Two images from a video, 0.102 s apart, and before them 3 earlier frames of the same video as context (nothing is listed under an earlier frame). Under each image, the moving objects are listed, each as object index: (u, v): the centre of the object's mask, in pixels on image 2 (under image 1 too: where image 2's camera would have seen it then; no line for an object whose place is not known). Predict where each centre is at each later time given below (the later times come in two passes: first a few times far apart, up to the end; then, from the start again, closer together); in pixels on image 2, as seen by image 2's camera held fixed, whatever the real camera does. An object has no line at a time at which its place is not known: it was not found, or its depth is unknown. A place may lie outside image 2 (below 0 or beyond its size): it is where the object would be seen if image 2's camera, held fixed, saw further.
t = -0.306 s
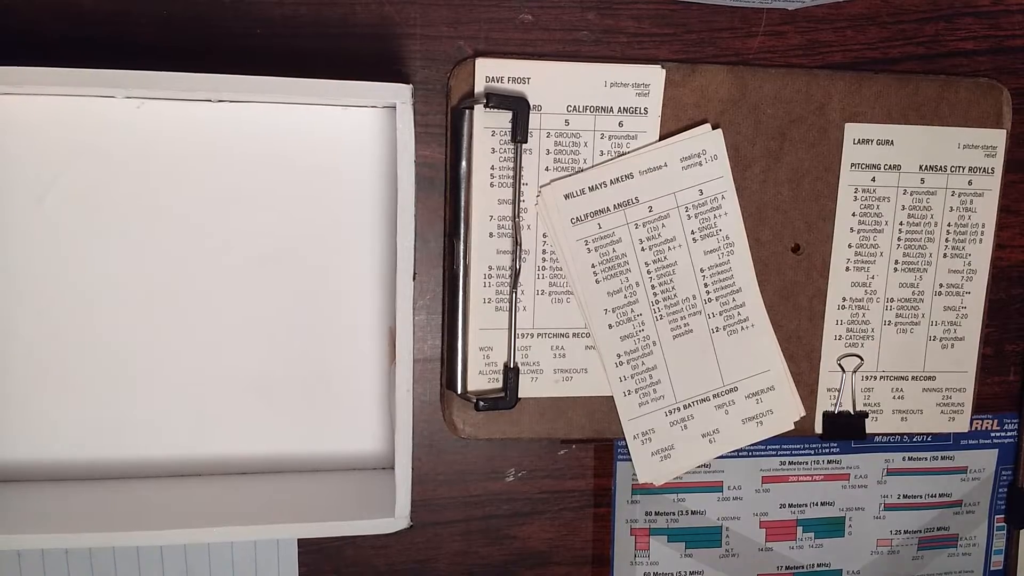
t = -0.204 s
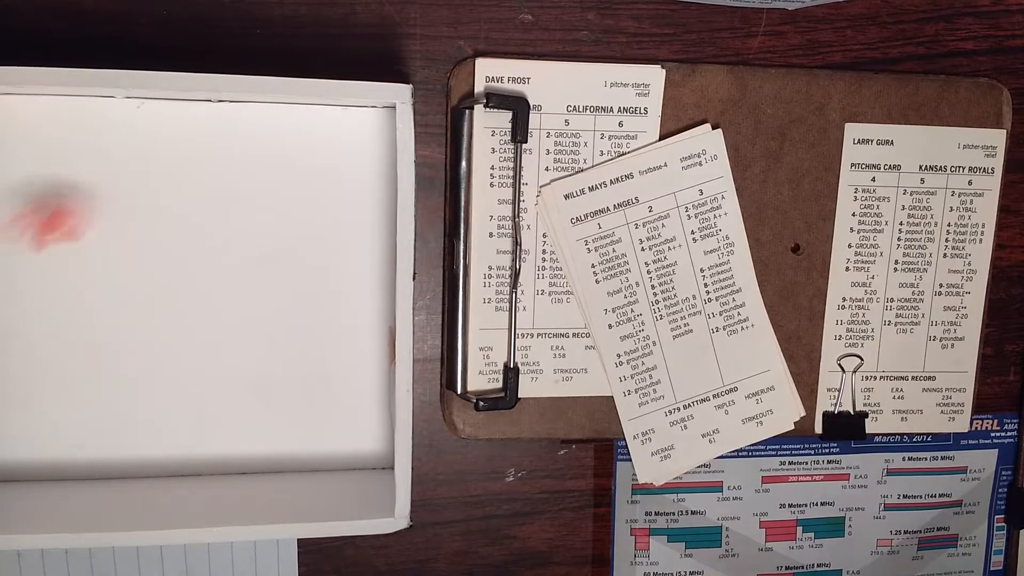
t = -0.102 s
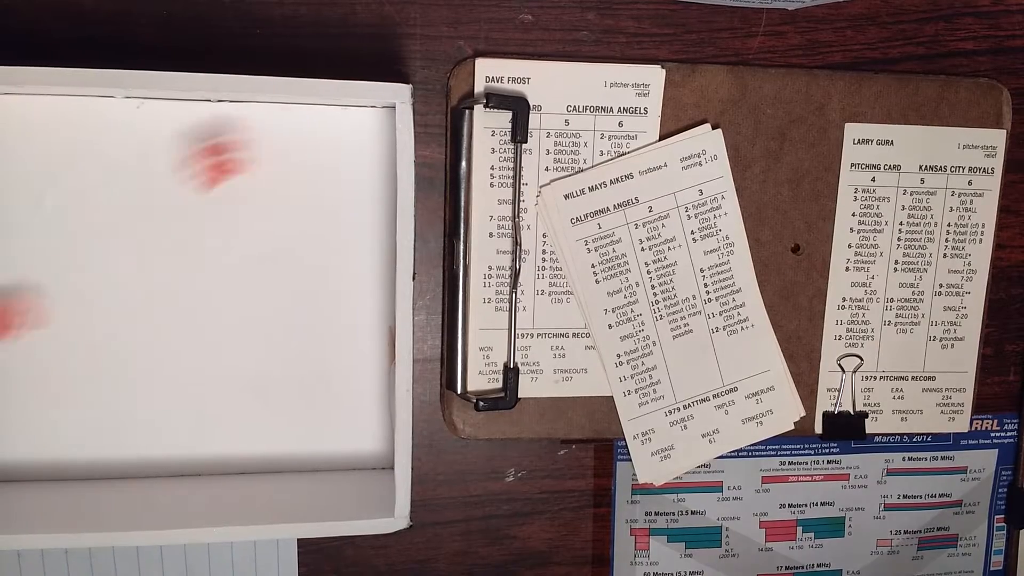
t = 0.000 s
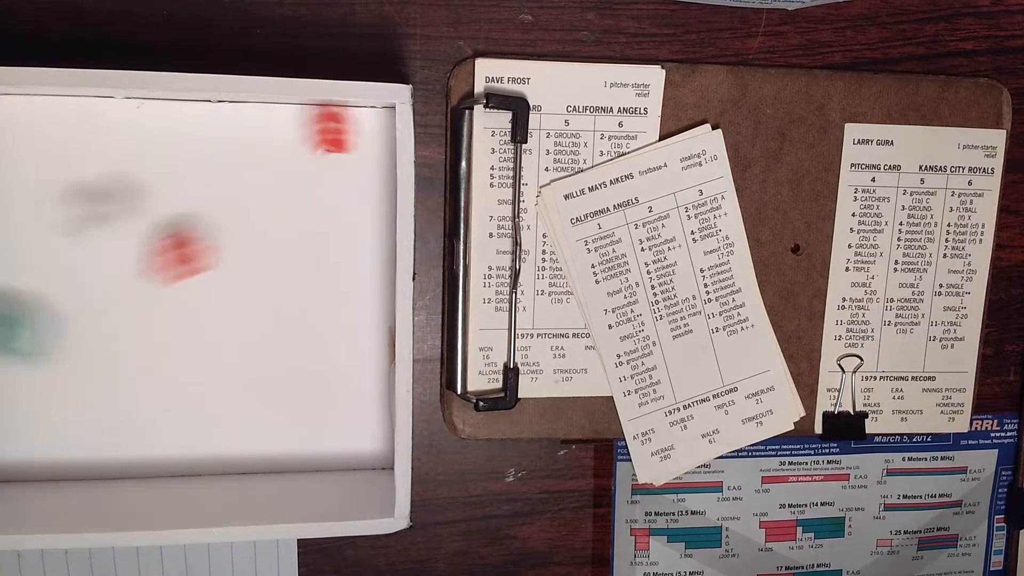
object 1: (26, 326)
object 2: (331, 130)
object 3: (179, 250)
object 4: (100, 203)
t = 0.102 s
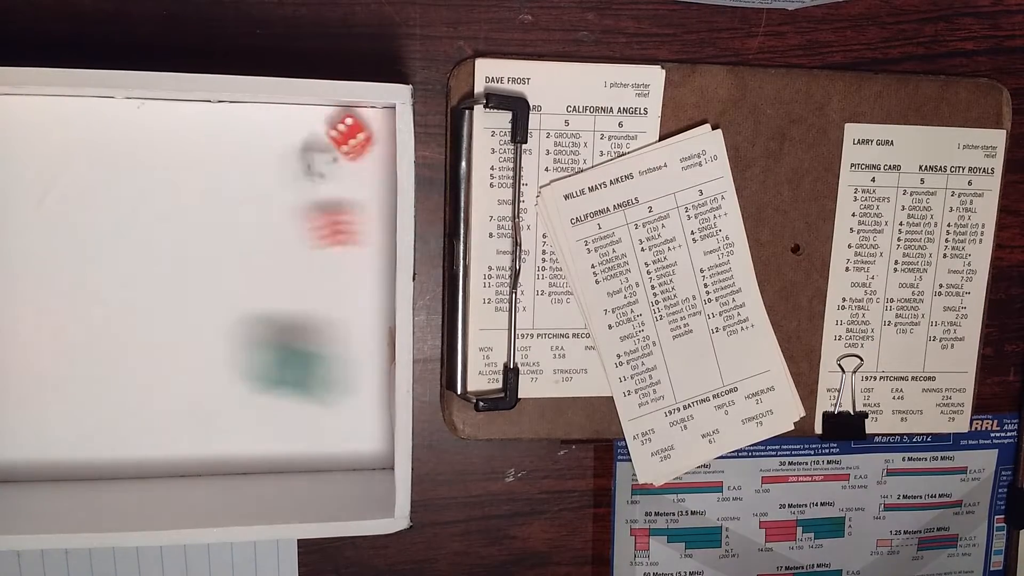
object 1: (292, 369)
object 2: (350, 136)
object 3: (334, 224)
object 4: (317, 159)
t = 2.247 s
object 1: (192, 275)
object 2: (371, 131)
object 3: (366, 246)
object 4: (327, 172)
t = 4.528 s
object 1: (192, 275)
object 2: (371, 131)
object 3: (366, 246)
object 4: (327, 172)
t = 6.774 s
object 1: (192, 275)
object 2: (370, 131)
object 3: (366, 246)
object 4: (327, 172)
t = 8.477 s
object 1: (192, 276)
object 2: (371, 131)
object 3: (366, 246)
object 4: (327, 172)
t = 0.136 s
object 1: (354, 377)
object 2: (360, 134)
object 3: (374, 227)
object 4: (324, 156)
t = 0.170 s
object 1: (322, 367)
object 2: (366, 134)
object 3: (372, 226)
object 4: (330, 157)
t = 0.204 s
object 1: (284, 344)
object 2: (371, 130)
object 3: (369, 232)
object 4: (332, 161)
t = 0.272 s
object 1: (238, 314)
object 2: (371, 131)
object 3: (367, 243)
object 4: (331, 163)
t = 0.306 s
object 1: (222, 300)
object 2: (371, 131)
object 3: (366, 245)
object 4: (328, 165)
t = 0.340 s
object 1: (209, 288)
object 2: (371, 131)
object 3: (366, 246)
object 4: (325, 164)
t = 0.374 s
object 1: (199, 281)
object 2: (371, 131)
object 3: (366, 246)
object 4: (324, 166)
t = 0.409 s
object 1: (192, 276)
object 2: (371, 131)
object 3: (366, 246)
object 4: (323, 167)
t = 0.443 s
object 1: (192, 274)
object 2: (371, 131)
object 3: (366, 246)
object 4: (324, 169)
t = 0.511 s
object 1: (192, 275)
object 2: (371, 131)
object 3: (366, 246)
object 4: (325, 173)
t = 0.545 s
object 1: (192, 275)
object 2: (371, 131)
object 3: (366, 246)
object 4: (327, 173)
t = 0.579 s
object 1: (192, 276)
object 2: (371, 131)
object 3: (366, 246)
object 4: (327, 172)
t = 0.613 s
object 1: (192, 276)
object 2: (371, 131)
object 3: (366, 246)
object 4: (327, 172)
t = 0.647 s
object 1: (192, 276)
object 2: (371, 131)
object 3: (366, 246)
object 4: (327, 172)
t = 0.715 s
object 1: (192, 276)
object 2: (371, 131)
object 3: (366, 246)
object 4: (327, 172)
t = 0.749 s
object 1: (192, 275)
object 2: (371, 131)
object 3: (366, 246)
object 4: (327, 172)
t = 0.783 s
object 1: (192, 275)
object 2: (371, 131)
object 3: (366, 246)
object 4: (327, 172)
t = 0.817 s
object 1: (192, 275)
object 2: (371, 131)
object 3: (366, 246)
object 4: (327, 172)
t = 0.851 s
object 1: (192, 275)
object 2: (371, 131)
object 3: (366, 246)
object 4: (327, 172)
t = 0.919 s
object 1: (192, 275)
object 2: (371, 131)
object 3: (366, 246)
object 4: (327, 172)
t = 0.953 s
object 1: (192, 275)
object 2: (371, 131)
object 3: (366, 246)
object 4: (327, 172)
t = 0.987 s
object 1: (192, 275)
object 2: (371, 131)
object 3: (366, 246)
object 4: (327, 172)
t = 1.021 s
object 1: (192, 275)
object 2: (371, 131)
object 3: (366, 246)
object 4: (327, 172)
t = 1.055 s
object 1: (192, 275)
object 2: (371, 131)
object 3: (366, 246)
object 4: (327, 172)
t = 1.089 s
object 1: (192, 275)
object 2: (371, 131)
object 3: (366, 246)
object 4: (327, 172)
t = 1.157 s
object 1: (192, 275)
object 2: (371, 131)
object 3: (367, 246)
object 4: (327, 173)
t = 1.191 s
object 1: (192, 275)
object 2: (371, 131)
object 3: (366, 246)
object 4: (327, 172)
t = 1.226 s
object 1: (192, 275)
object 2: (371, 131)
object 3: (366, 246)
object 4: (327, 172)
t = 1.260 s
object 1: (192, 275)
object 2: (371, 131)
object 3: (366, 246)
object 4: (327, 172)
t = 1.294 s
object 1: (192, 275)
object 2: (371, 131)
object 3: (366, 246)
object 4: (327, 172)
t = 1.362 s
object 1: (192, 275)
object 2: (371, 131)
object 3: (366, 246)
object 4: (327, 172)
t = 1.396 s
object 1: (192, 275)
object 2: (371, 131)
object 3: (366, 246)
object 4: (327, 172)
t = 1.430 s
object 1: (192, 275)
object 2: (371, 131)
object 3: (366, 246)
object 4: (327, 172)
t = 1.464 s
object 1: (192, 275)
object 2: (371, 131)
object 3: (366, 246)
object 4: (327, 172)
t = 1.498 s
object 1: (192, 275)
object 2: (371, 131)
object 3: (366, 246)
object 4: (327, 172)
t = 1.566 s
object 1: (192, 275)
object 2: (371, 131)
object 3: (366, 246)
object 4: (327, 172)
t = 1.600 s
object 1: (192, 275)
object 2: (371, 131)
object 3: (366, 246)
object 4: (327, 172)
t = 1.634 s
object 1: (192, 275)
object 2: (371, 131)
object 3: (366, 246)
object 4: (327, 172)
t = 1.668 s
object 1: (192, 275)
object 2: (371, 131)
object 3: (366, 246)
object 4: (327, 172)
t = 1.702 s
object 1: (192, 275)
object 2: (371, 131)
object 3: (366, 246)
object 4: (327, 172)
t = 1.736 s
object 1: (192, 275)
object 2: (371, 131)
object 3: (366, 246)
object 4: (327, 172)
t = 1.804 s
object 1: (192, 275)
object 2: (371, 131)
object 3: (366, 246)
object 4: (327, 172)
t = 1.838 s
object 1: (192, 275)
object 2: (371, 131)
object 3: (366, 246)
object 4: (327, 172)
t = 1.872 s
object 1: (192, 275)
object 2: (371, 131)
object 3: (366, 246)
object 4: (327, 172)
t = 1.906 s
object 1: (192, 275)
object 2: (371, 131)
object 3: (366, 246)
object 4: (327, 172)
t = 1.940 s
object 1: (192, 275)
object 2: (371, 131)
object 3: (366, 246)
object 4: (327, 172)
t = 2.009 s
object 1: (192, 275)
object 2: (371, 131)
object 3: (366, 246)
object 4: (327, 172)
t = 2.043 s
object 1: (192, 275)
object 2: (371, 131)
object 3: (366, 246)
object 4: (327, 172)
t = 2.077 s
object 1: (192, 275)
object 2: (371, 131)
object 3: (366, 246)
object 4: (327, 172)
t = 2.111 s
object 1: (192, 275)
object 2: (371, 131)
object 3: (366, 246)
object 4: (327, 172)
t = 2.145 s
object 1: (192, 275)
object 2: (371, 131)
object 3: (366, 246)
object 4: (327, 172)
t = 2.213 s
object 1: (192, 275)
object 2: (371, 131)
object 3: (366, 246)
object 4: (327, 172)
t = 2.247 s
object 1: (192, 275)
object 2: (371, 131)
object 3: (366, 246)
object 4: (327, 172)
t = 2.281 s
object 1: (192, 275)
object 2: (371, 131)
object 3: (366, 246)
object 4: (327, 172)
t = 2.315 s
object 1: (192, 275)
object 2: (371, 131)
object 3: (366, 246)
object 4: (327, 172)
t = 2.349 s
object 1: (192, 275)
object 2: (371, 131)
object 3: (366, 246)
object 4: (327, 172)
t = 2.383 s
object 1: (192, 275)
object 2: (371, 131)
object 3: (366, 246)
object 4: (327, 172)
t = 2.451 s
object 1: (192, 275)
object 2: (371, 131)
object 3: (366, 246)
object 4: (327, 172)
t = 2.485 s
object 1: (192, 275)
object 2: (371, 131)
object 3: (366, 246)
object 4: (327, 172)
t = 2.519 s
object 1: (192, 275)
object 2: (371, 131)
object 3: (366, 246)
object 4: (327, 172)
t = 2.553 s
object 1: (192, 275)
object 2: (371, 131)
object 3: (366, 246)
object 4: (327, 172)
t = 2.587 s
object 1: (192, 275)
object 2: (371, 131)
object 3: (366, 246)
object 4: (327, 172)
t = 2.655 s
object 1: (192, 275)
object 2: (371, 131)
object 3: (366, 246)
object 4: (327, 172)
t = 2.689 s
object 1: (192, 275)
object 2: (371, 131)
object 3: (366, 246)
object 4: (327, 172)
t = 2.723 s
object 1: (192, 275)
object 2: (371, 131)
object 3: (366, 246)
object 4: (327, 172)
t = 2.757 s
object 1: (192, 275)
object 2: (371, 131)
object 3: (366, 246)
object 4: (327, 172)
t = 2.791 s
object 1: (192, 275)
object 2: (371, 131)
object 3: (366, 246)
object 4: (327, 172)
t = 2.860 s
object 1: (192, 275)
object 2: (371, 131)
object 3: (366, 246)
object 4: (327, 172)
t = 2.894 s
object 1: (192, 275)
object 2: (371, 131)
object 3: (366, 246)
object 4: (327, 172)
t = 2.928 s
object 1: (192, 275)
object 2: (371, 131)
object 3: (366, 246)
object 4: (327, 172)
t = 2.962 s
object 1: (192, 275)
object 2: (371, 131)
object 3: (366, 246)
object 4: (327, 172)
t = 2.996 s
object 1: (192, 275)
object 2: (371, 131)
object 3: (366, 246)
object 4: (327, 172)
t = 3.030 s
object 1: (192, 275)
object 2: (371, 131)
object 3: (366, 246)
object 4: (327, 172)
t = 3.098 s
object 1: (192, 275)
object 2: (371, 131)
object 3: (366, 246)
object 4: (327, 172)
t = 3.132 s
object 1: (192, 275)
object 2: (371, 131)
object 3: (366, 246)
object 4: (327, 172)
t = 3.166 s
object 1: (192, 275)
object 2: (371, 131)
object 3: (366, 246)
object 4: (327, 172)
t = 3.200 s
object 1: (192, 275)
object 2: (371, 131)
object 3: (366, 246)
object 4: (327, 172)
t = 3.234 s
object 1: (192, 275)
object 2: (371, 131)
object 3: (366, 246)
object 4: (327, 172)
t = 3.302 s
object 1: (192, 275)
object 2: (371, 131)
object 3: (366, 246)
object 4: (327, 172)
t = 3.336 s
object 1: (192, 275)
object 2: (371, 131)
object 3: (366, 246)
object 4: (327, 172)
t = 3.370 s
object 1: (192, 275)
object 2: (371, 131)
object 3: (366, 246)
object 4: (327, 172)
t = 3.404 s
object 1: (192, 275)
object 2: (371, 131)
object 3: (366, 246)
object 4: (327, 172)
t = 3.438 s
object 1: (192, 275)
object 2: (371, 131)
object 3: (366, 246)
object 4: (327, 172)
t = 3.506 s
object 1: (192, 275)
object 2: (371, 131)
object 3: (366, 246)
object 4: (327, 172)
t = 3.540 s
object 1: (192, 275)
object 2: (371, 131)
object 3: (366, 246)
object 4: (327, 172)
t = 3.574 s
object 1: (192, 275)
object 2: (371, 131)
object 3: (366, 246)
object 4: (327, 172)
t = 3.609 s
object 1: (192, 275)
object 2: (371, 131)
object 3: (366, 246)
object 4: (327, 172)
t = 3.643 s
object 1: (192, 275)
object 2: (371, 131)
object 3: (366, 246)
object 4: (327, 172)
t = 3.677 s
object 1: (192, 275)
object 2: (371, 131)
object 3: (366, 246)
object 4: (327, 172)
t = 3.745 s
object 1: (192, 275)
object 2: (371, 131)
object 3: (366, 246)
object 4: (327, 172)
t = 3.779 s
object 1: (192, 275)
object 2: (371, 131)
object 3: (366, 246)
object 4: (327, 172)
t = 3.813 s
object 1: (192, 275)
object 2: (371, 131)
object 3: (366, 246)
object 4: (327, 172)
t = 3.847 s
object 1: (192, 275)
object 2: (371, 131)
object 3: (366, 246)
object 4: (327, 172)
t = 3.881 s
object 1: (192, 275)
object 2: (371, 131)
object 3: (366, 246)
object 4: (327, 172)
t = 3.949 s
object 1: (192, 275)
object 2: (371, 131)
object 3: (366, 246)
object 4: (327, 172)
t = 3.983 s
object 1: (192, 275)
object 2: (371, 131)
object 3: (366, 246)
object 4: (327, 172)
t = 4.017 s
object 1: (192, 275)
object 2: (371, 131)
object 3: (366, 246)
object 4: (327, 172)
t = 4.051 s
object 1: (192, 275)
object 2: (371, 131)
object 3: (366, 246)
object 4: (327, 172)
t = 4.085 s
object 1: (192, 275)
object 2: (371, 131)
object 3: (366, 246)
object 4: (327, 172)
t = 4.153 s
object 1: (191, 275)
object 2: (371, 131)
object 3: (366, 245)
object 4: (327, 172)
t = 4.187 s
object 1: (192, 275)
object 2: (371, 131)
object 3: (366, 246)
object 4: (327, 172)
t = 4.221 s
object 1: (192, 275)
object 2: (371, 131)
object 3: (366, 246)
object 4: (327, 172)
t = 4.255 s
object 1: (192, 275)
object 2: (371, 131)
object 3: (366, 246)
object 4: (327, 172)
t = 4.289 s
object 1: (192, 275)
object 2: (371, 131)
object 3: (366, 246)
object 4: (327, 172)
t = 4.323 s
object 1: (192, 275)
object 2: (371, 131)
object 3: (366, 246)
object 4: (327, 172)
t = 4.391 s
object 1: (192, 275)
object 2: (371, 131)
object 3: (366, 246)
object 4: (327, 172)
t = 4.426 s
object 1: (192, 275)
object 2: (371, 131)
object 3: (366, 246)
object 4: (327, 172)
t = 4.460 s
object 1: (192, 275)
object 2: (371, 131)
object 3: (366, 246)
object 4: (327, 172)
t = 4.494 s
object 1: (192, 275)
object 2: (371, 131)
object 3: (366, 246)
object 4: (327, 172)
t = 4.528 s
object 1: (192, 275)
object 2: (371, 131)
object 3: (366, 246)
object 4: (327, 172)
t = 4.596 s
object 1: (192, 275)
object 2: (371, 131)
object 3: (366, 246)
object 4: (327, 172)
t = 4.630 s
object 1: (192, 275)
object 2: (371, 131)
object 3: (366, 246)
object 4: (327, 172)
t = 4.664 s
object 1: (192, 275)
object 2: (371, 131)
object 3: (366, 246)
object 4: (327, 172)
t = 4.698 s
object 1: (192, 275)
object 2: (371, 131)
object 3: (366, 245)
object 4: (327, 172)
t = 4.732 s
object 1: (192, 275)
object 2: (371, 131)
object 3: (366, 245)
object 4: (327, 172)
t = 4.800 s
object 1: (192, 275)
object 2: (371, 131)
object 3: (366, 245)
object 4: (327, 172)
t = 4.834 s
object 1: (192, 275)
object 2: (371, 131)
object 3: (366, 245)
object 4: (327, 172)
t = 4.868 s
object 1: (192, 275)
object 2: (371, 131)
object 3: (366, 245)
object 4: (327, 172)
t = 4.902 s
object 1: (192, 275)
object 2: (371, 131)
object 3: (366, 245)
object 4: (327, 172)
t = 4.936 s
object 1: (192, 275)
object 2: (371, 131)
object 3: (366, 245)
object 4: (327, 172)
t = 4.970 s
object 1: (192, 275)
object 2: (371, 131)
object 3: (366, 245)
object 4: (327, 172)
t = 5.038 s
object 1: (192, 275)
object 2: (371, 131)
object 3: (366, 245)
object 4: (327, 172)
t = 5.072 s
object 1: (192, 275)
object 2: (371, 131)
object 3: (366, 245)
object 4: (327, 172)
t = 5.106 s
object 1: (192, 275)
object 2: (371, 131)
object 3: (366, 245)
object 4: (327, 172)
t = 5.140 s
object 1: (192, 275)
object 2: (371, 131)
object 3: (366, 246)
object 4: (327, 172)
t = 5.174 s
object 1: (192, 275)
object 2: (371, 131)
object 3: (366, 246)
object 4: (327, 172)
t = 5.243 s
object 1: (192, 275)
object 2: (371, 131)
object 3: (366, 246)
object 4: (327, 172)
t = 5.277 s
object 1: (192, 275)
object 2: (371, 131)
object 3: (366, 246)
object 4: (327, 172)
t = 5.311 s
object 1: (192, 275)
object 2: (371, 131)
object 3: (366, 246)
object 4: (327, 173)
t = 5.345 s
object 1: (192, 275)
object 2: (371, 131)
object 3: (366, 246)
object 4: (327, 172)
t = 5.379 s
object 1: (192, 275)
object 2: (371, 131)
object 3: (366, 246)
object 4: (327, 173)
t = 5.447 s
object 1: (192, 275)
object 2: (371, 131)
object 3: (366, 246)
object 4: (327, 172)
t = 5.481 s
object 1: (192, 275)
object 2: (370, 131)
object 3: (366, 246)
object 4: (327, 172)
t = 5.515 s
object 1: (192, 275)
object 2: (371, 131)
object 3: (366, 246)
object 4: (327, 172)
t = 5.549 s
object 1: (192, 275)
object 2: (371, 131)
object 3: (366, 246)
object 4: (327, 172)
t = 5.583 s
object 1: (192, 275)
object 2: (370, 131)
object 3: (366, 246)
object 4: (327, 172)
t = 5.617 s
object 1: (192, 275)
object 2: (371, 131)
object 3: (366, 246)
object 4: (327, 172)
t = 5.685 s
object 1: (192, 275)
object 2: (371, 131)
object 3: (366, 246)
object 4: (327, 172)
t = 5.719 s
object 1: (192, 275)
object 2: (371, 131)
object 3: (366, 246)
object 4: (327, 172)
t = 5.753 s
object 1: (192, 275)
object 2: (371, 131)
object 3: (366, 246)
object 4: (327, 172)
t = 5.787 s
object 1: (192, 275)
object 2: (370, 131)
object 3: (366, 246)
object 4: (327, 172)
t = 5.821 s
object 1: (192, 275)
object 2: (371, 131)
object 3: (366, 246)
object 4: (327, 172)
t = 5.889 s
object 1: (192, 275)
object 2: (371, 131)
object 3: (366, 246)
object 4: (327, 172)
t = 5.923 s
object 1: (192, 275)
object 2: (371, 131)
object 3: (366, 246)
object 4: (327, 172)
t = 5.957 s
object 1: (192, 275)
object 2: (371, 131)
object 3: (366, 246)
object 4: (327, 172)
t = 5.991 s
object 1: (192, 275)
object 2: (371, 131)
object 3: (366, 246)
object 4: (327, 172)
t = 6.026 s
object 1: (192, 275)
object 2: (371, 131)
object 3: (366, 246)
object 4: (327, 172)
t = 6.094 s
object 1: (192, 275)
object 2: (371, 131)
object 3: (366, 246)
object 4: (327, 172)
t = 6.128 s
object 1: (192, 275)
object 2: (371, 131)
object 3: (366, 246)
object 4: (327, 172)
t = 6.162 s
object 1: (192, 275)
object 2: (371, 131)
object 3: (366, 246)
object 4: (327, 172)
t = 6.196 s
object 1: (192, 275)
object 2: (371, 131)
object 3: (366, 246)
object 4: (327, 172)
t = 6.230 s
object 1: (192, 275)
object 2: (371, 131)
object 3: (366, 246)
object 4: (327, 172)
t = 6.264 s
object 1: (192, 275)
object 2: (371, 131)
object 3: (366, 246)
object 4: (327, 172)
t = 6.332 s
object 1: (192, 275)
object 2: (370, 131)
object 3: (366, 246)
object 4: (327, 172)
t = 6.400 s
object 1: (192, 275)
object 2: (371, 131)
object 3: (366, 246)
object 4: (327, 172)
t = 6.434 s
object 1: (192, 275)
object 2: (371, 131)
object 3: (366, 246)
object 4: (327, 172)
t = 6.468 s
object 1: (192, 275)
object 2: (370, 131)
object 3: (366, 246)
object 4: (327, 172)
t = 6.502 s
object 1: (192, 275)
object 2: (370, 131)
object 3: (366, 246)
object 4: (327, 172)
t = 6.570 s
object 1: (192, 275)
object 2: (370, 131)
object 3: (366, 246)
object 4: (327, 172)
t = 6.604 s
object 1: (192, 275)
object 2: (370, 131)
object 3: (366, 246)
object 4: (327, 172)
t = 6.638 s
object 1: (192, 275)
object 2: (370, 131)
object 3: (366, 246)
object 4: (327, 172)
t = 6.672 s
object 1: (192, 275)
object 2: (370, 131)
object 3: (366, 246)
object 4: (327, 172)
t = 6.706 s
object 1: (192, 275)
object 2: (370, 131)
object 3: (366, 246)
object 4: (327, 172)
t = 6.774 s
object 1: (192, 275)
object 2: (370, 131)
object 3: (366, 246)
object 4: (327, 172)
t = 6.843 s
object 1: (192, 275)
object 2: (371, 131)
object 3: (366, 246)
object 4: (327, 172)
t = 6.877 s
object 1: (192, 275)
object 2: (371, 131)
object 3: (366, 246)
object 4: (327, 172)
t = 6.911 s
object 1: (192, 275)
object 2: (370, 131)
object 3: (366, 246)
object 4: (327, 172)
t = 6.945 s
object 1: (192, 275)
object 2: (370, 131)
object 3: (366, 246)
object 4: (327, 172)
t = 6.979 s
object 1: (192, 275)
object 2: (370, 131)
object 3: (366, 246)
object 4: (327, 172)
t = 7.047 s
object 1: (192, 275)
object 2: (371, 131)
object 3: (366, 246)
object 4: (327, 172)
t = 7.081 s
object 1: (192, 275)
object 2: (370, 131)
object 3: (366, 246)
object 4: (327, 172)
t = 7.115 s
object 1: (192, 275)
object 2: (371, 131)
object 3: (366, 246)
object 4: (327, 172)
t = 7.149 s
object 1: (192, 275)
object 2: (370, 131)
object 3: (366, 246)
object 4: (327, 172)
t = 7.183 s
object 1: (192, 275)
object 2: (371, 131)
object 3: (366, 246)
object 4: (327, 172)
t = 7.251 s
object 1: (192, 275)
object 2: (371, 131)
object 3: (366, 246)
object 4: (327, 172)
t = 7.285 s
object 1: (192, 275)
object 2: (370, 131)
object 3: (366, 246)
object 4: (327, 172)
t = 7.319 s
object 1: (192, 275)
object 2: (370, 131)
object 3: (366, 246)
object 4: (327, 172)
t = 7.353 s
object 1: (192, 275)
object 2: (370, 131)
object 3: (366, 246)
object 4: (327, 172)
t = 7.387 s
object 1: (192, 275)
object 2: (370, 131)
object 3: (366, 246)
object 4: (327, 172)
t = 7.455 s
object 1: (192, 275)
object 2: (370, 131)
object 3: (366, 246)
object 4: (327, 172)
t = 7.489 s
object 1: (192, 275)
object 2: (371, 131)
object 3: (366, 246)
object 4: (327, 172)
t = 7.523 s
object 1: (192, 275)
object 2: (371, 131)
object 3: (366, 246)
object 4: (327, 172)
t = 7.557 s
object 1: (192, 275)
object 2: (370, 131)
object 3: (366, 246)
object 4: (327, 172)
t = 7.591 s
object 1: (192, 275)
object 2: (371, 131)
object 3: (366, 246)
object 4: (327, 172)
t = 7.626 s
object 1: (192, 275)
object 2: (371, 131)
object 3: (366, 246)
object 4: (327, 172)
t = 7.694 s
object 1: (192, 275)
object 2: (371, 131)
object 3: (366, 246)
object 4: (327, 172)
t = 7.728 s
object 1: (192, 275)
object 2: (371, 131)
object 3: (366, 246)
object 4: (327, 172)
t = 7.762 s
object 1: (192, 275)
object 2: (371, 131)
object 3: (366, 246)
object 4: (327, 172)
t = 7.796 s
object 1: (192, 275)
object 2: (371, 131)
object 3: (366, 246)
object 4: (327, 172)
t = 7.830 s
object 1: (192, 275)
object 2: (371, 131)
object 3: (366, 246)
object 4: (327, 172)
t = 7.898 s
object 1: (192, 275)
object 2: (371, 131)
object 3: (366, 246)
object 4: (327, 172)
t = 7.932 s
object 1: (192, 275)
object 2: (371, 131)
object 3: (366, 246)
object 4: (327, 172)
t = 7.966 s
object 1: (192, 275)
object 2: (371, 131)
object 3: (366, 246)
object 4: (327, 172)
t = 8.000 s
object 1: (192, 275)
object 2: (371, 131)
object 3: (366, 246)
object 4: (327, 172)
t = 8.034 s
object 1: (192, 275)
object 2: (371, 131)
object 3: (366, 246)
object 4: (327, 172)
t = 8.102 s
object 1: (192, 275)
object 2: (371, 131)
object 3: (366, 246)
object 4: (327, 172)
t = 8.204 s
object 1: (192, 275)
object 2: (371, 131)
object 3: (366, 246)
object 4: (327, 172)
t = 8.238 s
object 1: (192, 275)
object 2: (371, 131)
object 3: (366, 246)
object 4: (327, 172)
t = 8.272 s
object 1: (192, 275)
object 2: (370, 131)
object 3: (366, 246)
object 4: (327, 172)
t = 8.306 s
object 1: (192, 275)
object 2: (370, 131)
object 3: (366, 246)
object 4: (327, 172)
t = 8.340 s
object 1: (192, 275)
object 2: (370, 131)
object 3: (366, 246)
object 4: (327, 172)
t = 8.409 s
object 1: (192, 275)
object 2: (371, 131)
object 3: (366, 246)
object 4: (327, 172)
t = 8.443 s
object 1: (192, 275)
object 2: (370, 131)
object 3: (366, 246)
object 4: (327, 172)
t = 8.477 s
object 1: (192, 276)
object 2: (371, 131)
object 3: (366, 246)
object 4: (327, 172)
